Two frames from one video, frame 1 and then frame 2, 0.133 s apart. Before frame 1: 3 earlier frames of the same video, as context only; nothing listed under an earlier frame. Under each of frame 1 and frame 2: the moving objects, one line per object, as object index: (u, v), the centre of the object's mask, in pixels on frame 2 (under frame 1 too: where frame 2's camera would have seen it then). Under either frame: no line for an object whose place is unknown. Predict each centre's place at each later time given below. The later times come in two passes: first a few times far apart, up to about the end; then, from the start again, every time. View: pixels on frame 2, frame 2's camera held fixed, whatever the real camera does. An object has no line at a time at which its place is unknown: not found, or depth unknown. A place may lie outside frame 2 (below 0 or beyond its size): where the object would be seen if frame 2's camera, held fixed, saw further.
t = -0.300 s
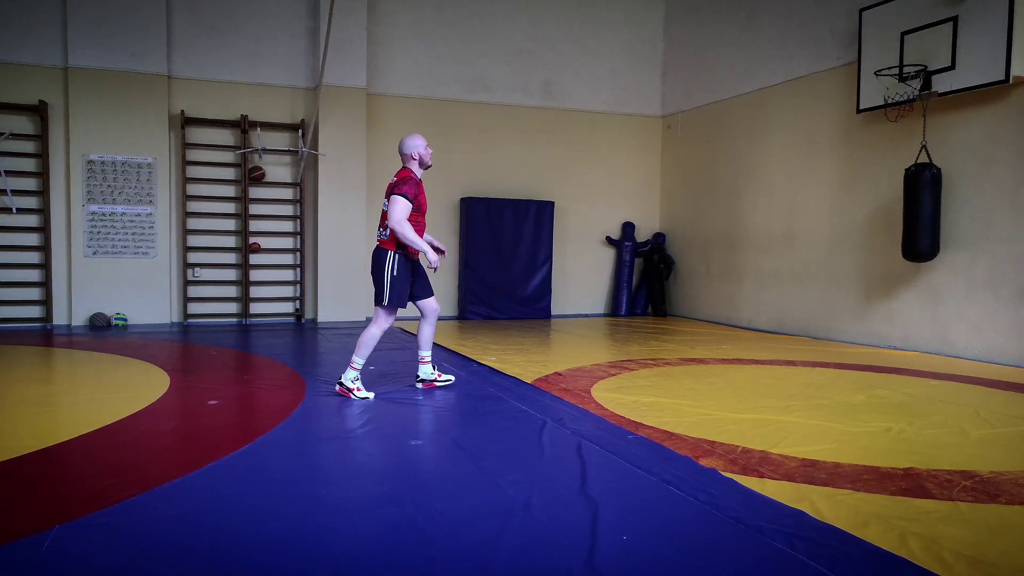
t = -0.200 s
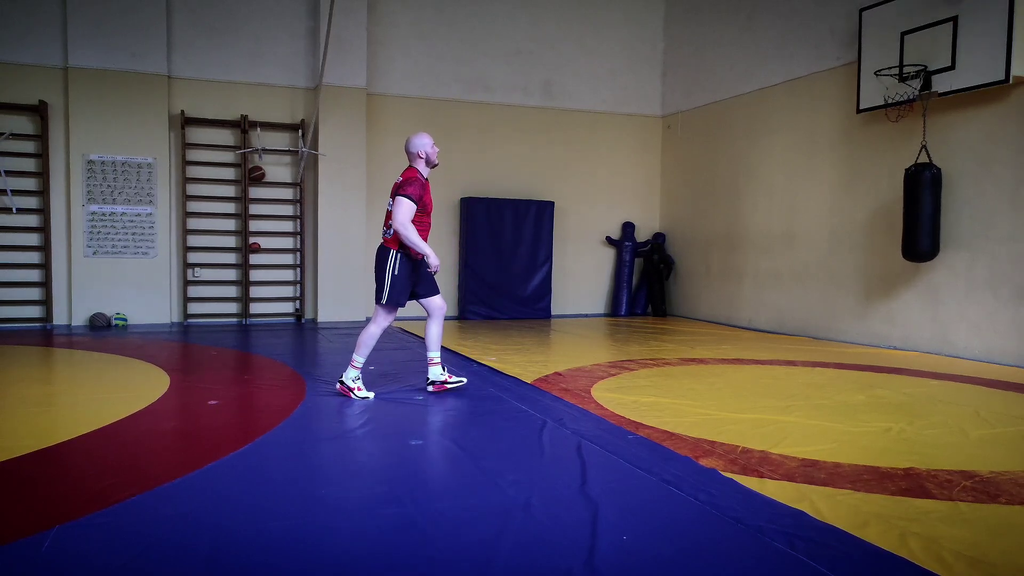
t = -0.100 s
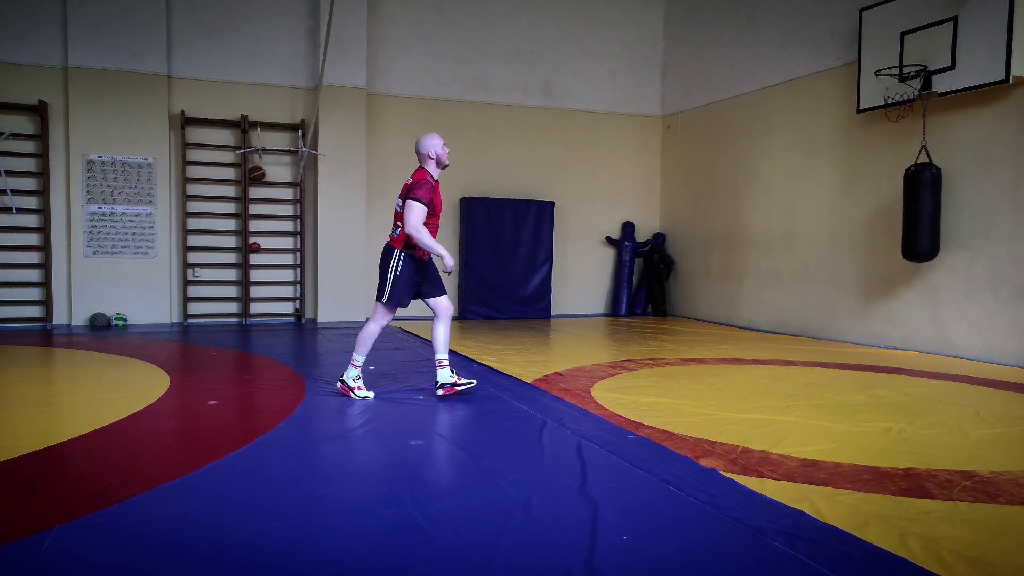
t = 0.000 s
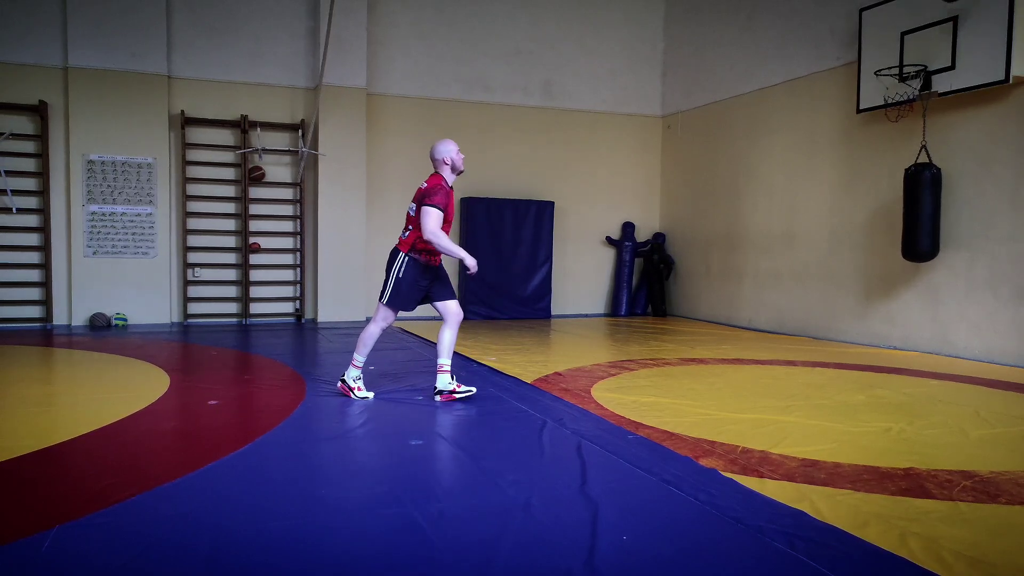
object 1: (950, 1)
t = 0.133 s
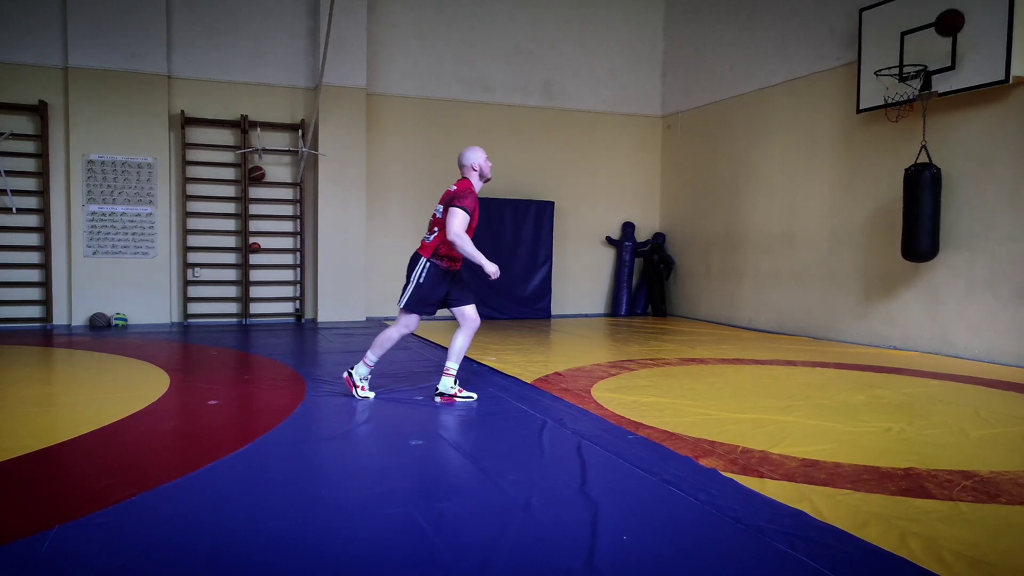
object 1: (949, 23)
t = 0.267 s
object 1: (945, 79)
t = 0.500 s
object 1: (936, 231)
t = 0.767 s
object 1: (934, 306)
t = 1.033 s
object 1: (956, 196)
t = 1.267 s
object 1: (971, 164)
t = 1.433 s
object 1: (981, 180)
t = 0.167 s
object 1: (948, 35)
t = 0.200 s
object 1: (947, 48)
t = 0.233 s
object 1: (946, 63)
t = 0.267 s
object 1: (945, 79)
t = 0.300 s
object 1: (944, 97)
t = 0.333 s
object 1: (942, 116)
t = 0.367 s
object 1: (941, 136)
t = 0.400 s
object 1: (939, 157)
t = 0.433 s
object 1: (938, 181)
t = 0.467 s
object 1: (937, 205)
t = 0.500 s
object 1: (936, 231)
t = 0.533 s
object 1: (933, 259)
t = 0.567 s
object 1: (931, 287)
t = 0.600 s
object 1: (929, 318)
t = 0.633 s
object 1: (927, 350)
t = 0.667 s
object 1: (926, 367)
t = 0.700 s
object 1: (929, 345)
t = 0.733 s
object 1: (932, 325)
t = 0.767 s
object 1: (934, 306)
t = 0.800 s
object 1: (937, 288)
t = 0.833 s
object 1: (940, 272)
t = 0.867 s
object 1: (943, 257)
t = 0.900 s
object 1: (946, 242)
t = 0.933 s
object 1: (949, 229)
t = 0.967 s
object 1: (951, 217)
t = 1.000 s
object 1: (954, 206)
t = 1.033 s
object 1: (956, 196)
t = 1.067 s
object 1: (958, 188)
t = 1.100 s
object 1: (960, 181)
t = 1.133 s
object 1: (963, 175)
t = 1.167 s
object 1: (965, 170)
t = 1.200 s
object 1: (967, 167)
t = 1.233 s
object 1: (969, 165)
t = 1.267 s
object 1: (971, 164)
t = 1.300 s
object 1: (974, 165)
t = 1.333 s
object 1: (976, 167)
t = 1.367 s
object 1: (977, 170)
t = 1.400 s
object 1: (980, 174)
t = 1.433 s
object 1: (981, 180)
